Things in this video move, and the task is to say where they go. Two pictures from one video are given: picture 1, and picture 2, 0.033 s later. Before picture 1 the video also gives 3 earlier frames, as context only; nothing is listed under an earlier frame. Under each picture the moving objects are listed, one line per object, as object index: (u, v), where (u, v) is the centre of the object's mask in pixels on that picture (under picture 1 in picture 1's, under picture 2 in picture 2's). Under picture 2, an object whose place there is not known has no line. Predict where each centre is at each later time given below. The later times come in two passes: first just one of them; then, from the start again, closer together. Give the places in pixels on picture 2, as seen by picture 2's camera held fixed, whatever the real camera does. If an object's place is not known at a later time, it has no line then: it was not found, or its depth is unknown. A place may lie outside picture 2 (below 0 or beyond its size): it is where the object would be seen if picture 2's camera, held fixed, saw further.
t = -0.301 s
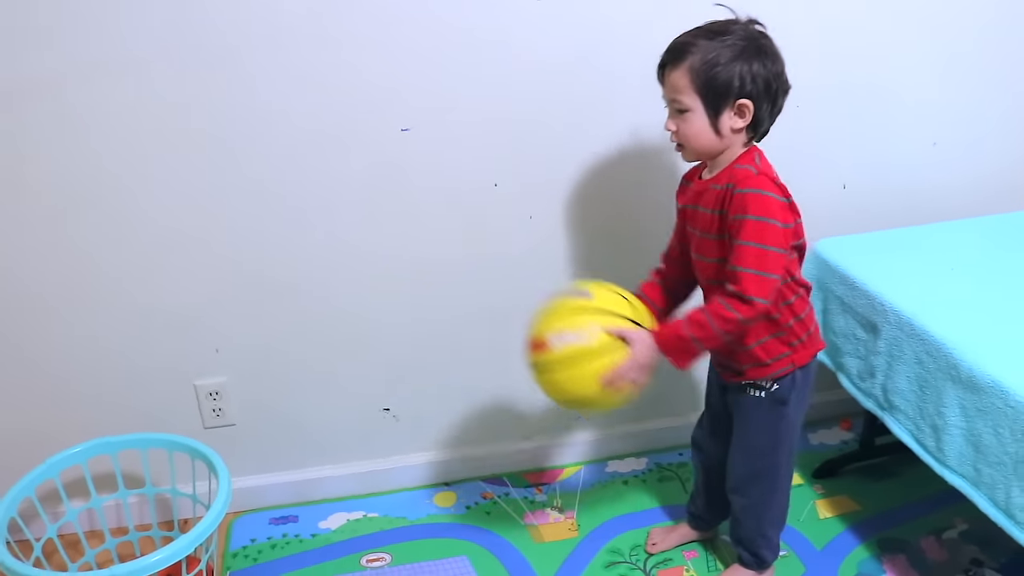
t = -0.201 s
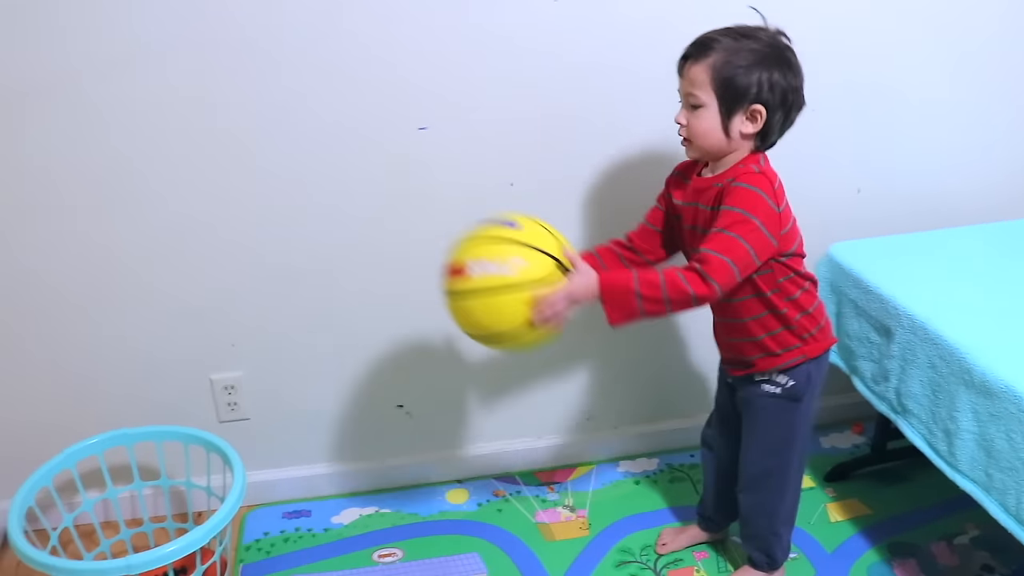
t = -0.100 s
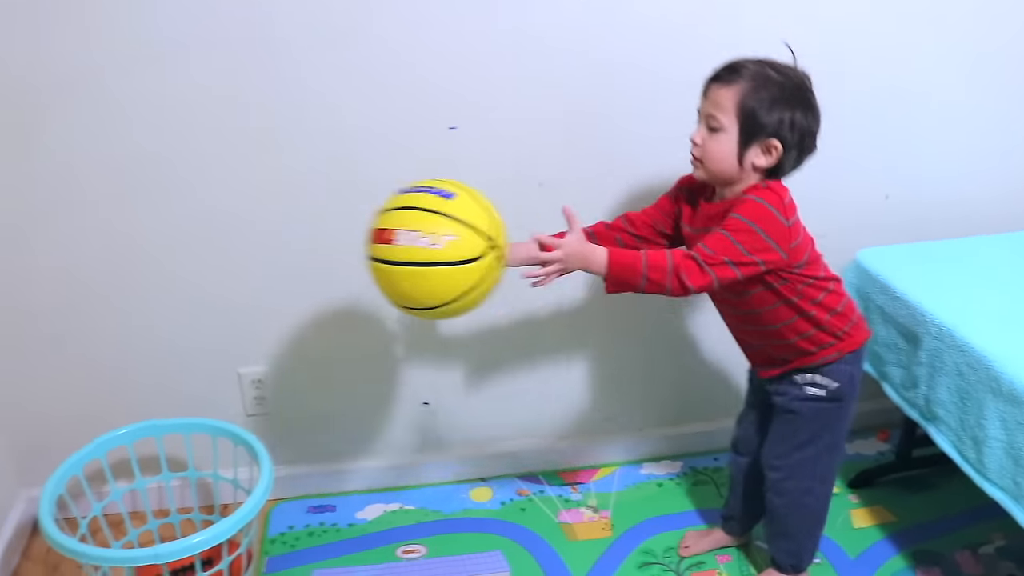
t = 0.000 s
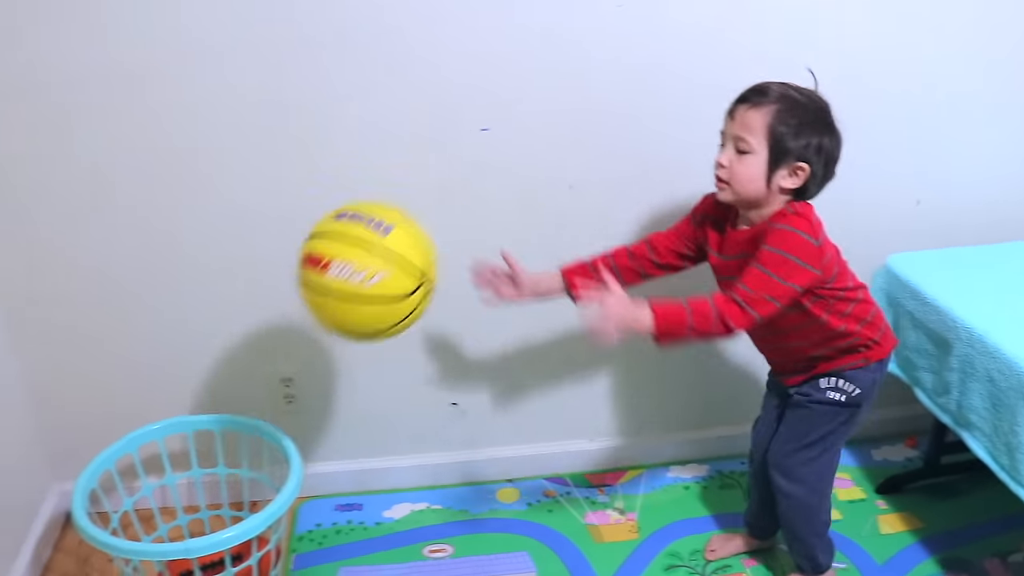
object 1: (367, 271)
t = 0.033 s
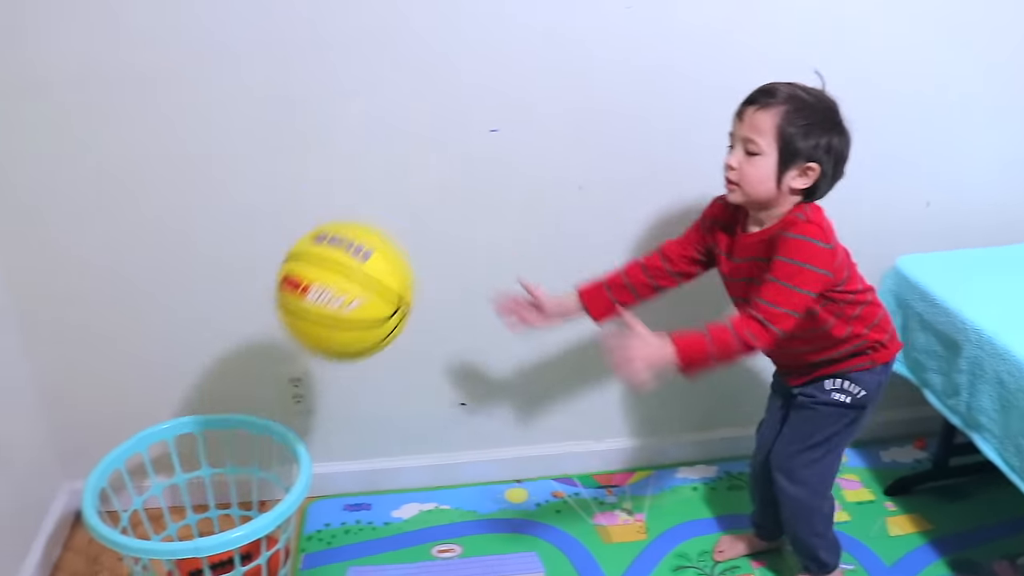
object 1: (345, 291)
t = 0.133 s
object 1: (255, 381)
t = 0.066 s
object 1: (313, 317)
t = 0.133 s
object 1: (255, 381)
